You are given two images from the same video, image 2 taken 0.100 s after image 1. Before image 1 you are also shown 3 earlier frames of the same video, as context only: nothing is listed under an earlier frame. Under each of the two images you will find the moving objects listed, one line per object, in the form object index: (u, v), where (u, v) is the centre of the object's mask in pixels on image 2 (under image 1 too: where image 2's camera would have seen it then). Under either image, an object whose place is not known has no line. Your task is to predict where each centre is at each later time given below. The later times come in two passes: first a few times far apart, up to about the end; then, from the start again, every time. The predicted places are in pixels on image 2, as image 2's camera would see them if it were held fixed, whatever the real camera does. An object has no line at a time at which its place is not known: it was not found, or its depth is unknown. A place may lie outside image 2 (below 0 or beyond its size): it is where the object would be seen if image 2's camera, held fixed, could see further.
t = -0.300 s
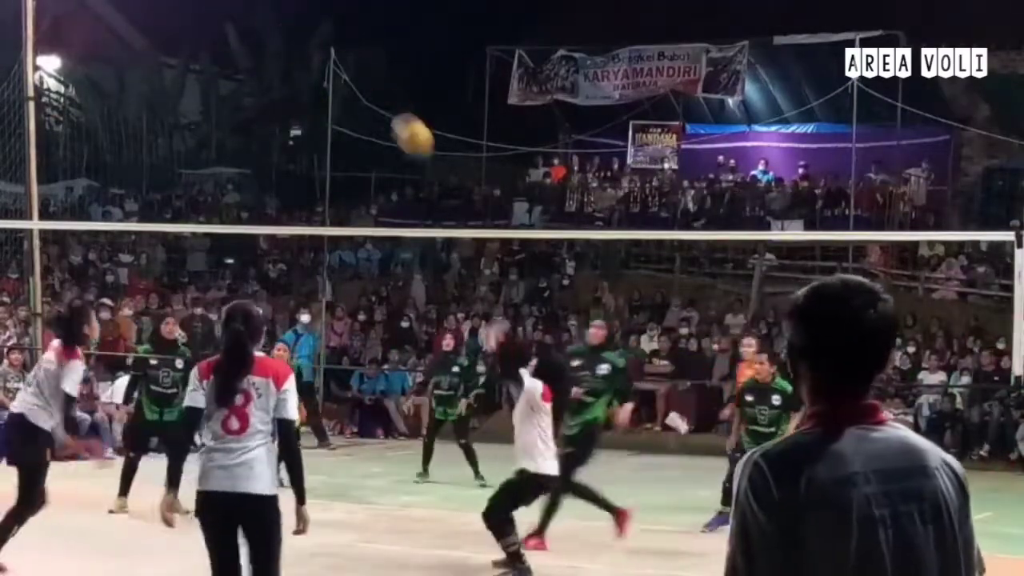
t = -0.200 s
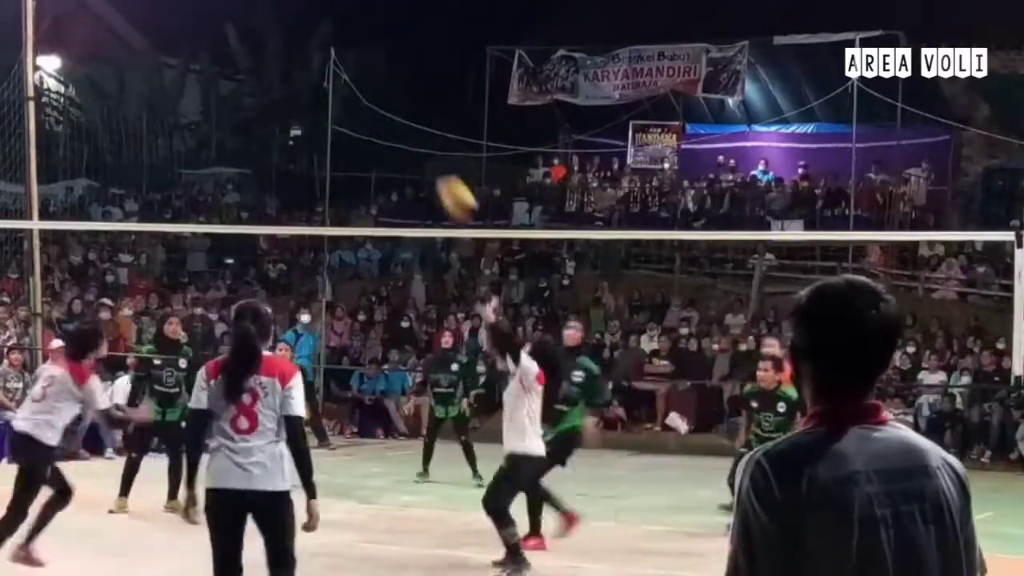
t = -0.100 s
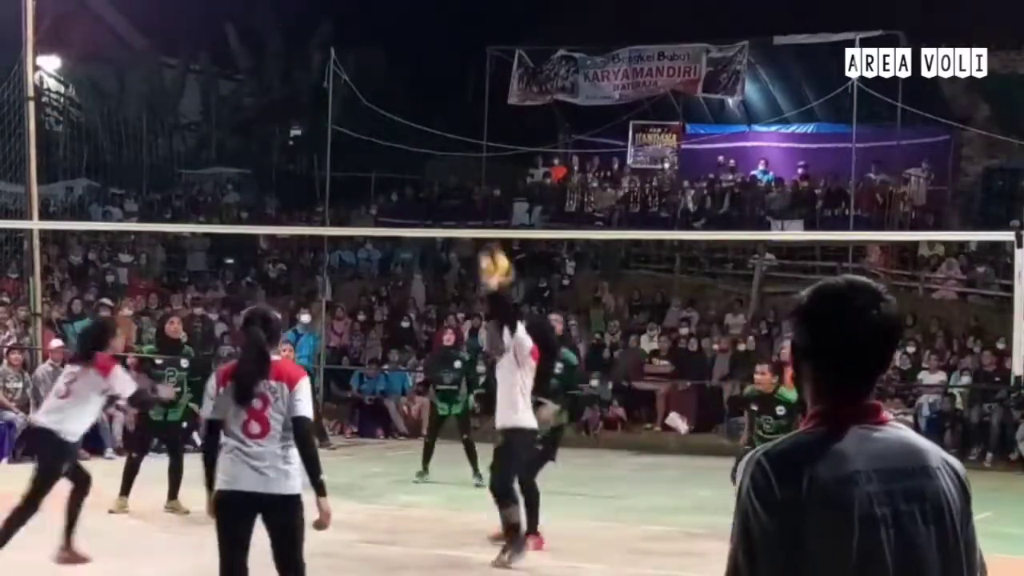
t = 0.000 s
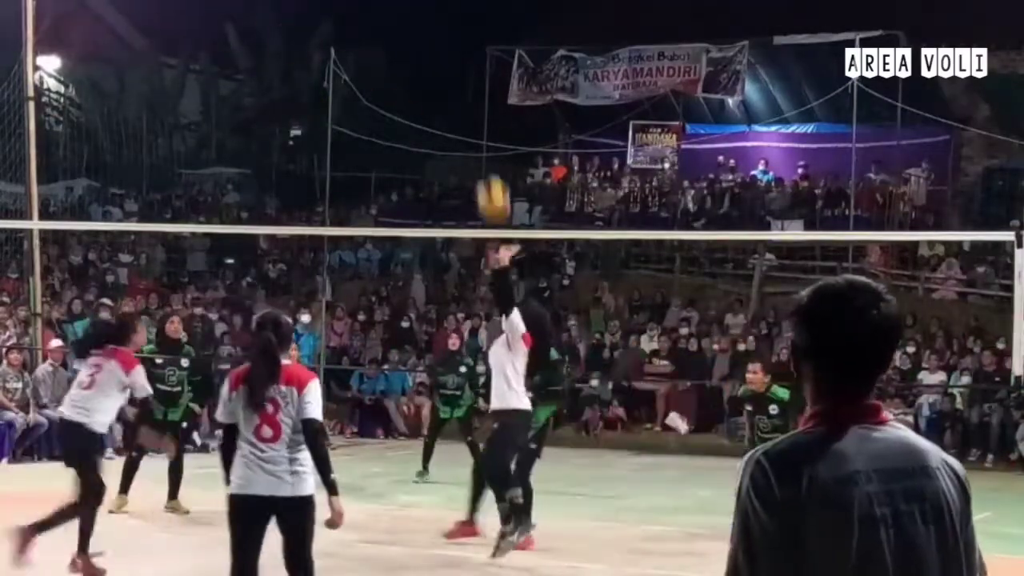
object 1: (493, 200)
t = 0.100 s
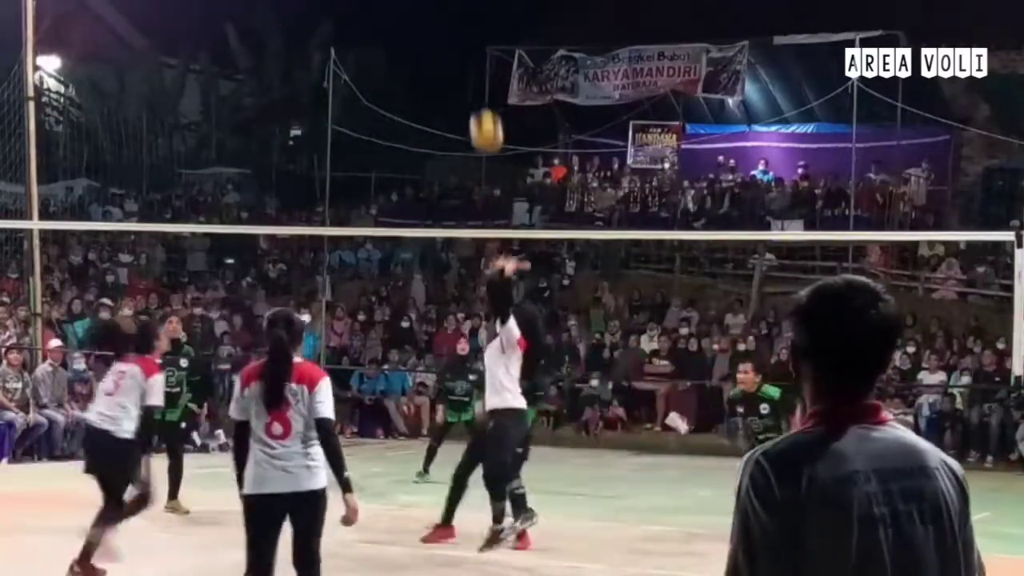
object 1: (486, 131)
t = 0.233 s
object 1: (476, 67)
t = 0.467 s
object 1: (456, 19)
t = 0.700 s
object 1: (435, 53)
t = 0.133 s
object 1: (484, 112)
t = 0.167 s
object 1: (481, 95)
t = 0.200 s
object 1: (478, 80)
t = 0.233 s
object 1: (476, 67)
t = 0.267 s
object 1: (473, 54)
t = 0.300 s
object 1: (470, 44)
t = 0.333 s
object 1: (467, 35)
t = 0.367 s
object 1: (464, 29)
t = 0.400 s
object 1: (461, 24)
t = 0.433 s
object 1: (458, 20)
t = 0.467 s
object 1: (456, 19)
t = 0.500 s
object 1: (453, 19)
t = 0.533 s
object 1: (450, 21)
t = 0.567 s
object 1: (447, 24)
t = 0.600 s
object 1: (444, 29)
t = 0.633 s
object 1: (441, 36)
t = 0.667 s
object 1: (438, 44)
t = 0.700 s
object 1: (435, 53)
